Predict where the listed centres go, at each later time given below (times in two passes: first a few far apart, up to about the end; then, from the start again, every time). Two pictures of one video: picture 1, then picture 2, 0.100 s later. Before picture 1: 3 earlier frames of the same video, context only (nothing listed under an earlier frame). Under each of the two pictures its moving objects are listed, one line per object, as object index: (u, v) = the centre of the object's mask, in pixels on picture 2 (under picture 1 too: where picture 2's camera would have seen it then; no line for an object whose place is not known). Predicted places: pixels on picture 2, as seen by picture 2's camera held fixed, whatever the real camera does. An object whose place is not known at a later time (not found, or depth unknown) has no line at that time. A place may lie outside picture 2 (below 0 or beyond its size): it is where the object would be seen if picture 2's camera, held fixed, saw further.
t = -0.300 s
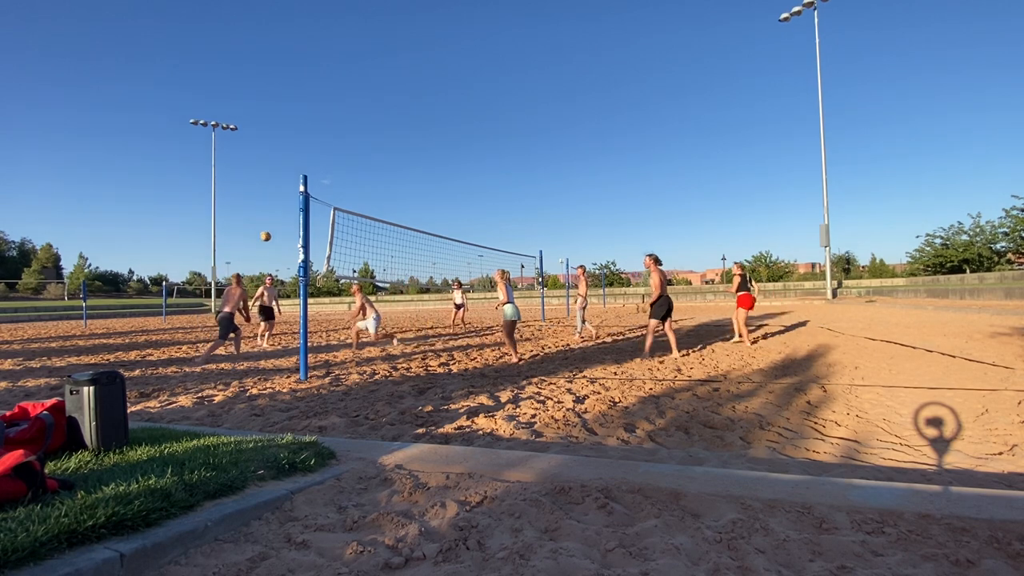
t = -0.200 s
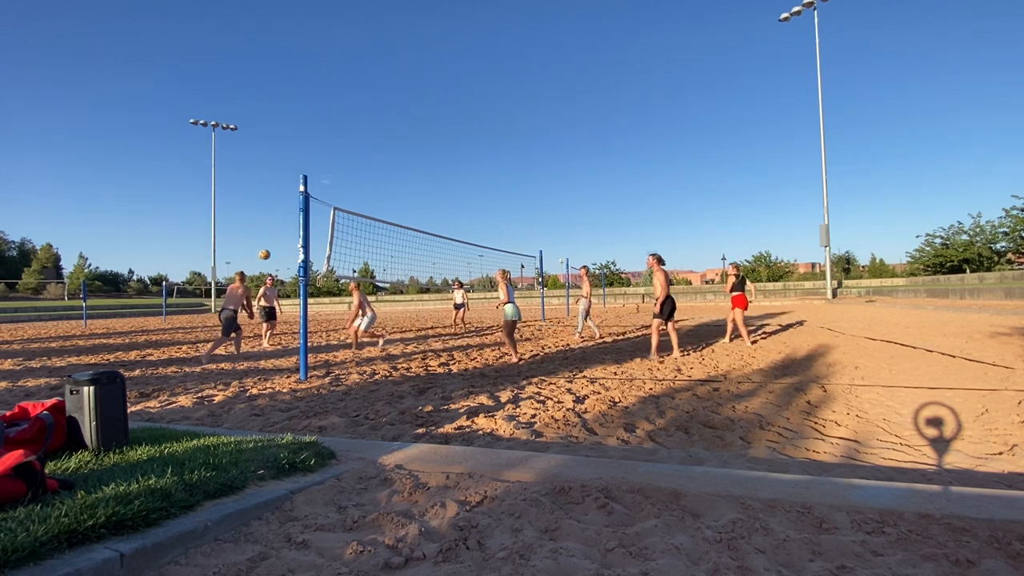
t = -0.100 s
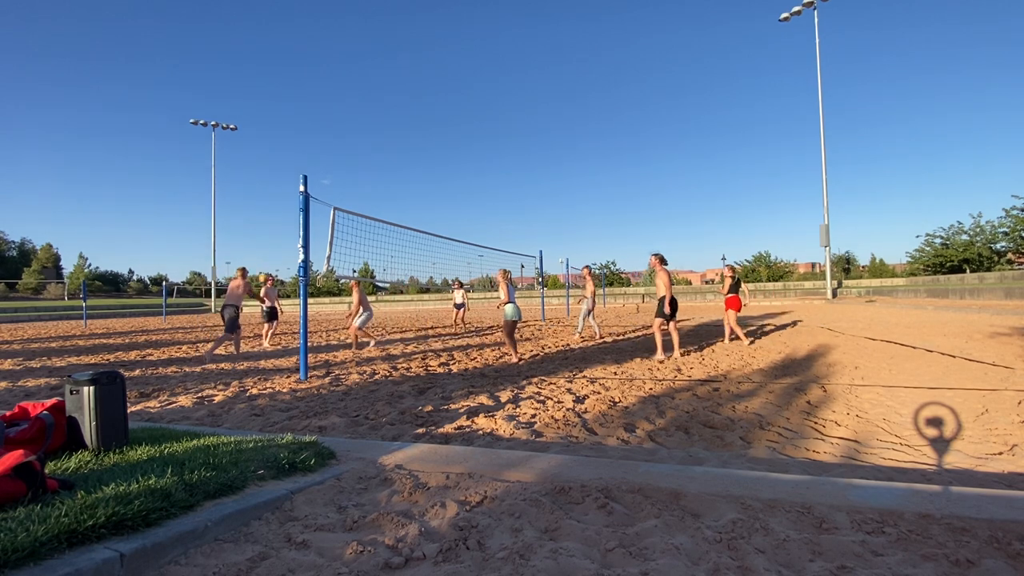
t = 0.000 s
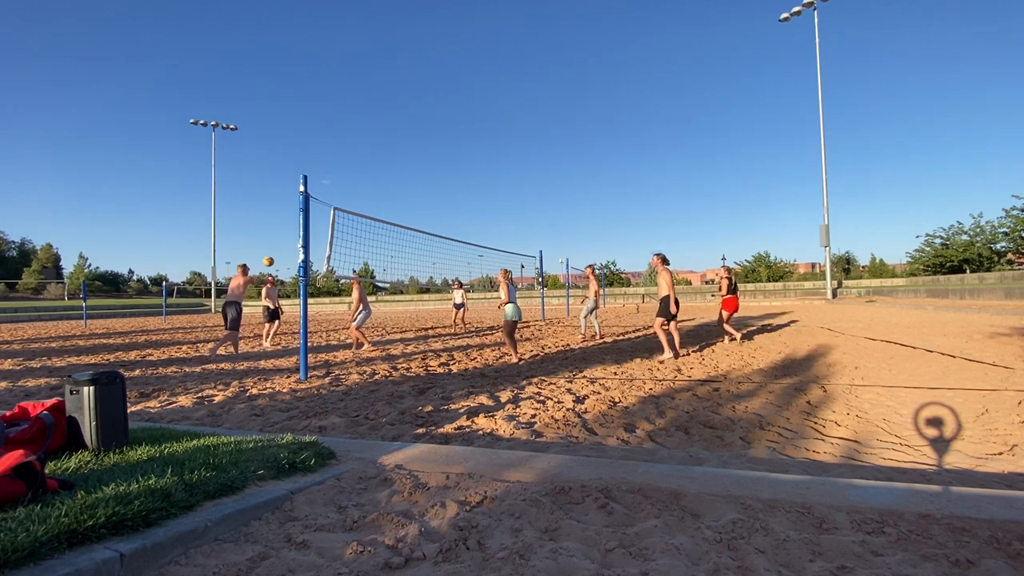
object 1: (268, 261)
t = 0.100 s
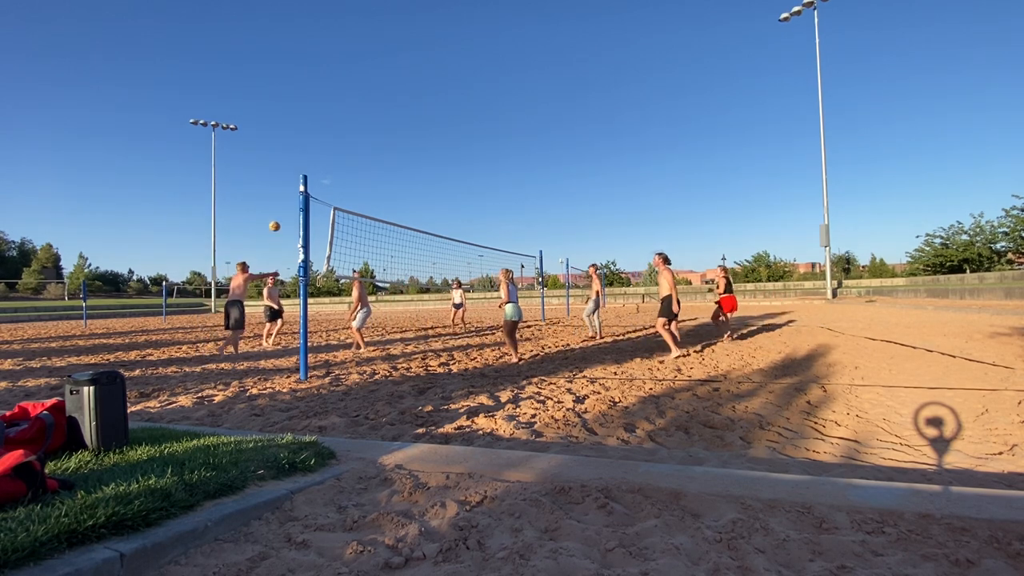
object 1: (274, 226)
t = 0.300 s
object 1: (286, 173)
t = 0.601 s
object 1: (301, 133)
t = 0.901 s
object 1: (314, 134)
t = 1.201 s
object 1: (327, 173)
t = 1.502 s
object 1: (340, 246)
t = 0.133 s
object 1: (276, 216)
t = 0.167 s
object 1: (278, 206)
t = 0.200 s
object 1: (280, 197)
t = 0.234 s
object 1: (282, 188)
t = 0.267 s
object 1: (283, 180)
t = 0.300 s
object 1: (286, 173)
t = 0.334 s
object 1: (287, 166)
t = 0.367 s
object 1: (289, 160)
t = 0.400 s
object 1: (291, 155)
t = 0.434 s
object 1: (292, 149)
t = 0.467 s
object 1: (294, 145)
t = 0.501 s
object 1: (296, 141)
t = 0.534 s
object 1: (297, 138)
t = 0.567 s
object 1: (299, 135)
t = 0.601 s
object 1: (301, 133)
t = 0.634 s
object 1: (302, 131)
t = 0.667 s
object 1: (304, 130)
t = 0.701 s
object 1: (306, 129)
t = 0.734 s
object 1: (307, 129)
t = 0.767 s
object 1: (309, 129)
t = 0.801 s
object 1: (310, 129)
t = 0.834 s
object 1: (311, 131)
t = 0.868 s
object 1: (313, 132)
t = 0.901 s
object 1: (314, 134)
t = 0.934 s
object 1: (316, 137)
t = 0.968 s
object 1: (317, 140)
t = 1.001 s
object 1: (319, 143)
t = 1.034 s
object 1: (320, 147)
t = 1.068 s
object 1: (322, 151)
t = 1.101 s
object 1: (323, 156)
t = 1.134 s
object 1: (325, 162)
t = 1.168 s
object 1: (326, 167)
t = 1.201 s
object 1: (327, 173)
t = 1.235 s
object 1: (329, 180)
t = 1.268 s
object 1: (331, 187)
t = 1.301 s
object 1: (332, 194)
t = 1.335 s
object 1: (333, 202)
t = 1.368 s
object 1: (336, 212)
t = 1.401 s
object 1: (337, 218)
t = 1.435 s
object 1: (338, 227)
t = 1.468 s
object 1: (339, 236)
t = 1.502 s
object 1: (340, 246)
